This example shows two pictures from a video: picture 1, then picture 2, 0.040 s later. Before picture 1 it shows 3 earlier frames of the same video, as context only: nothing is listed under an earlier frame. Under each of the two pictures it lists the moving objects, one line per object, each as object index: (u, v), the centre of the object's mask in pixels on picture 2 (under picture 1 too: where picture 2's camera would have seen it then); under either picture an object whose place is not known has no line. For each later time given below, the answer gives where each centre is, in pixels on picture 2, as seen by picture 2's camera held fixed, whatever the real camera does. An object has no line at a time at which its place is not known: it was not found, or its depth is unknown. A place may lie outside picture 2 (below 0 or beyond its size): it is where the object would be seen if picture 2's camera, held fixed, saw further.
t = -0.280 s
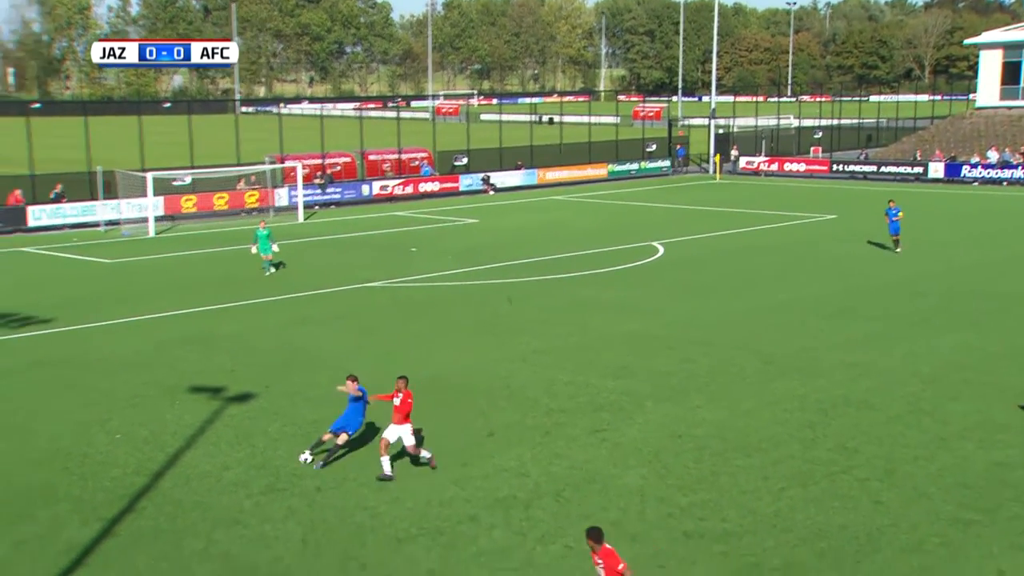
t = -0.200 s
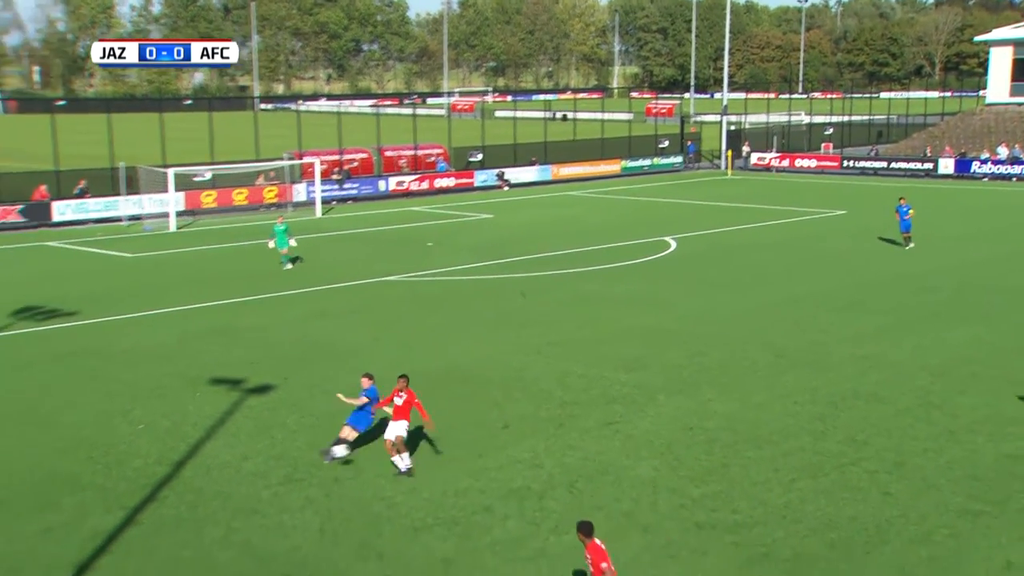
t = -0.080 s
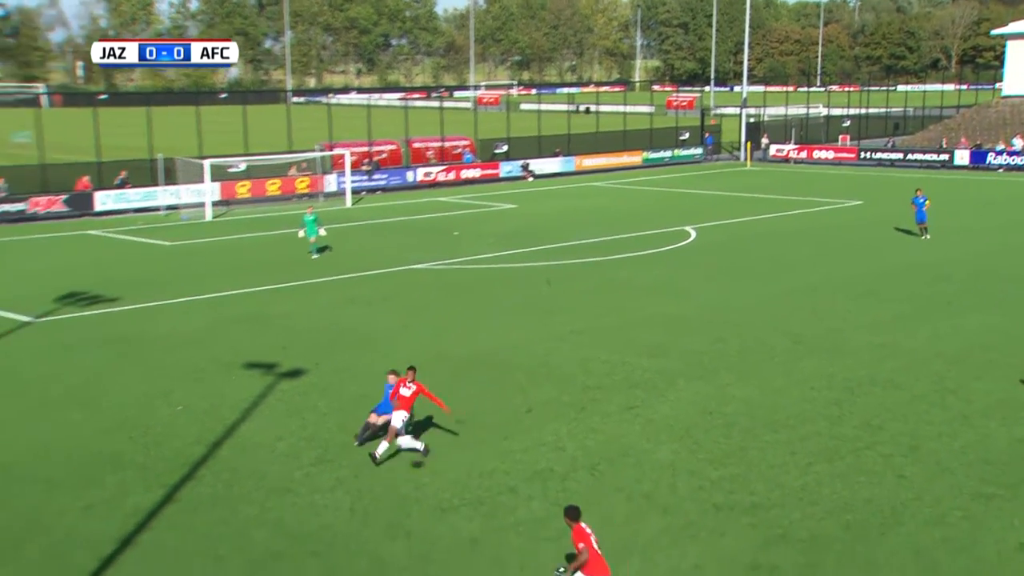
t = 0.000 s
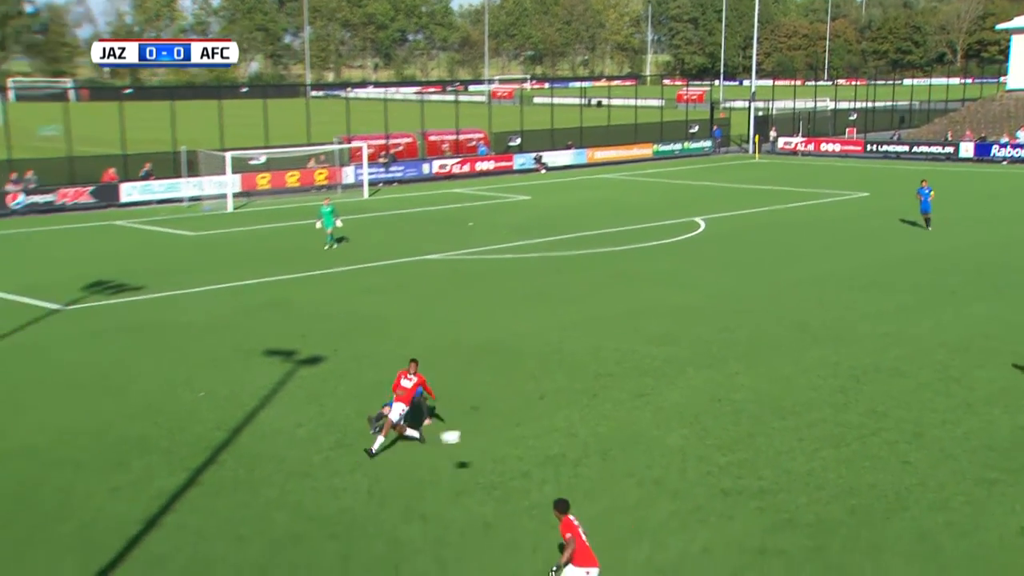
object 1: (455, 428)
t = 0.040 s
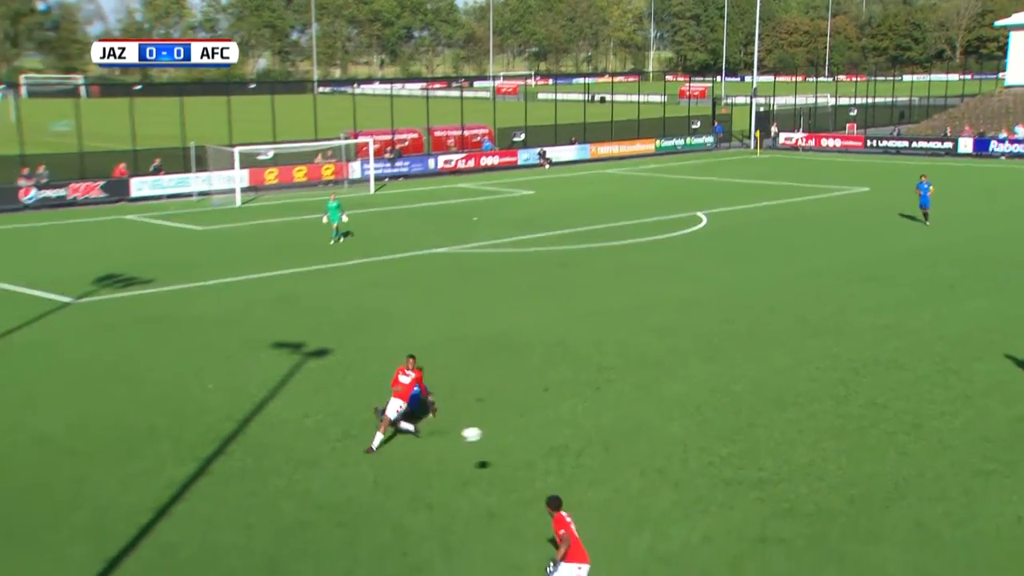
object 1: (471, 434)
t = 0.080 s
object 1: (489, 441)
